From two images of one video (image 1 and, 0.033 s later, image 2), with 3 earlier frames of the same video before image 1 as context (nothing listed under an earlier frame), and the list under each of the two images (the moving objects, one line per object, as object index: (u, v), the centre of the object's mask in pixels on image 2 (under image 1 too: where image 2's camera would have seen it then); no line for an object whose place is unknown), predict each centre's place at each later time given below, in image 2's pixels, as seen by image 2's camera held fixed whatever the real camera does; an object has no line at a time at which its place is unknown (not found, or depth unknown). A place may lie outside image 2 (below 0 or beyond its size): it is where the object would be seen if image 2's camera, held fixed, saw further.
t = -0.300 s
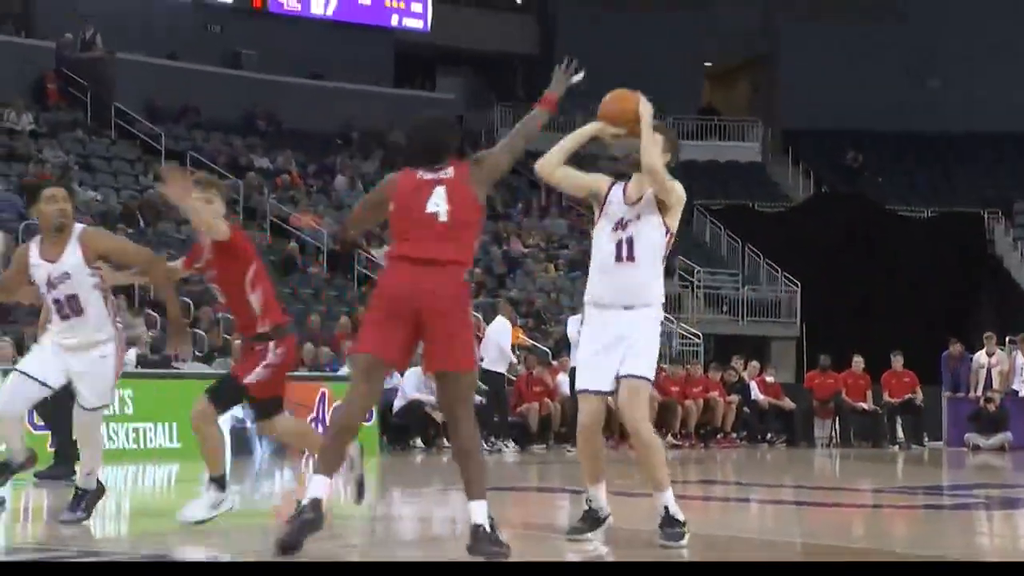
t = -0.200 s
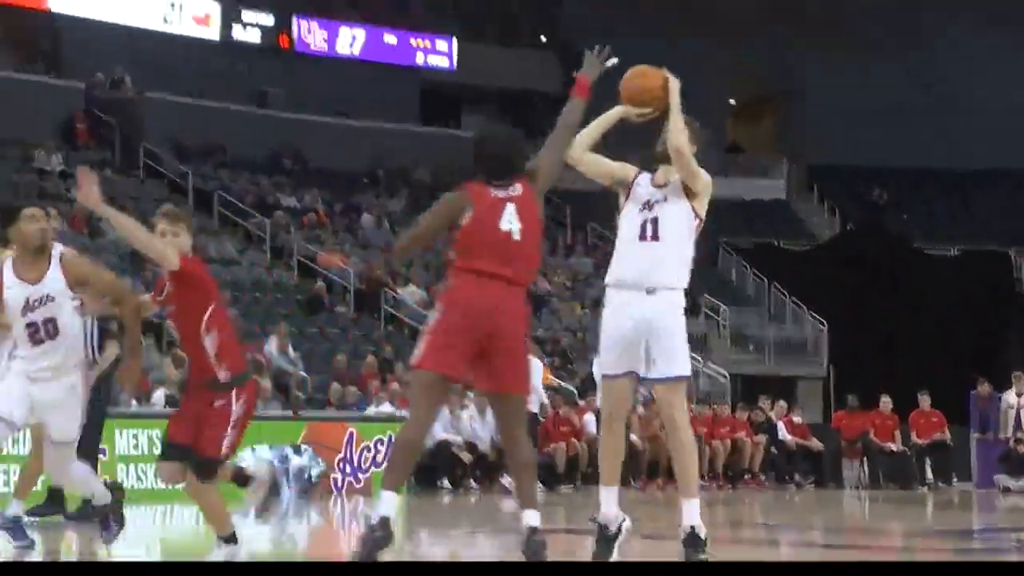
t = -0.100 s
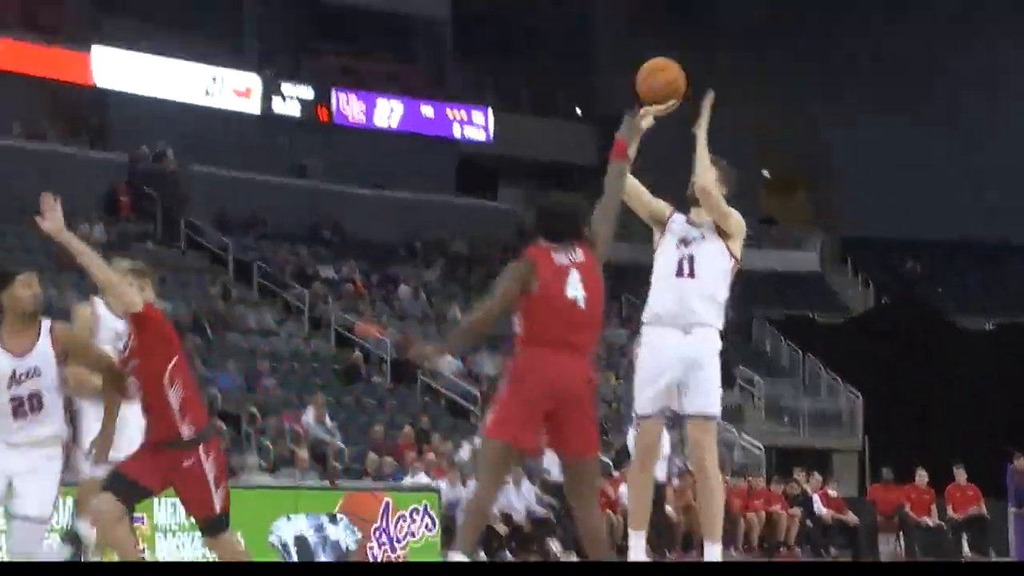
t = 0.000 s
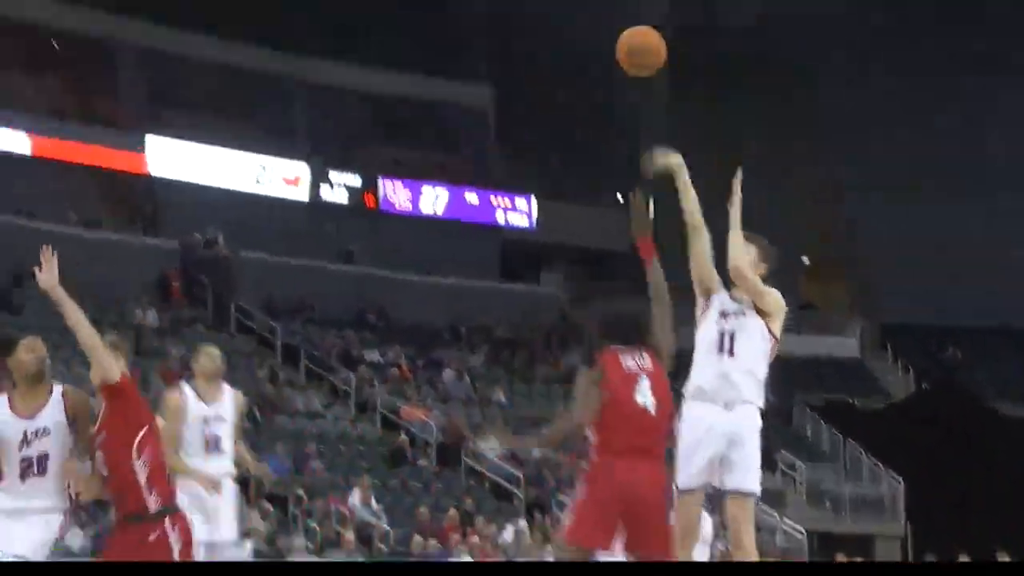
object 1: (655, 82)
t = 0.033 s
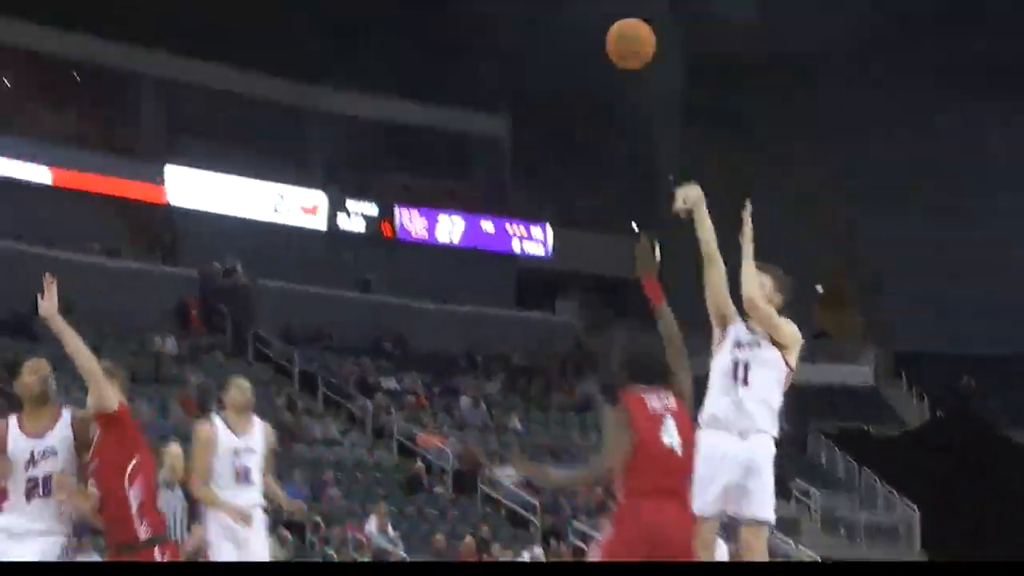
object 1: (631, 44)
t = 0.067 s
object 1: (605, 7)
